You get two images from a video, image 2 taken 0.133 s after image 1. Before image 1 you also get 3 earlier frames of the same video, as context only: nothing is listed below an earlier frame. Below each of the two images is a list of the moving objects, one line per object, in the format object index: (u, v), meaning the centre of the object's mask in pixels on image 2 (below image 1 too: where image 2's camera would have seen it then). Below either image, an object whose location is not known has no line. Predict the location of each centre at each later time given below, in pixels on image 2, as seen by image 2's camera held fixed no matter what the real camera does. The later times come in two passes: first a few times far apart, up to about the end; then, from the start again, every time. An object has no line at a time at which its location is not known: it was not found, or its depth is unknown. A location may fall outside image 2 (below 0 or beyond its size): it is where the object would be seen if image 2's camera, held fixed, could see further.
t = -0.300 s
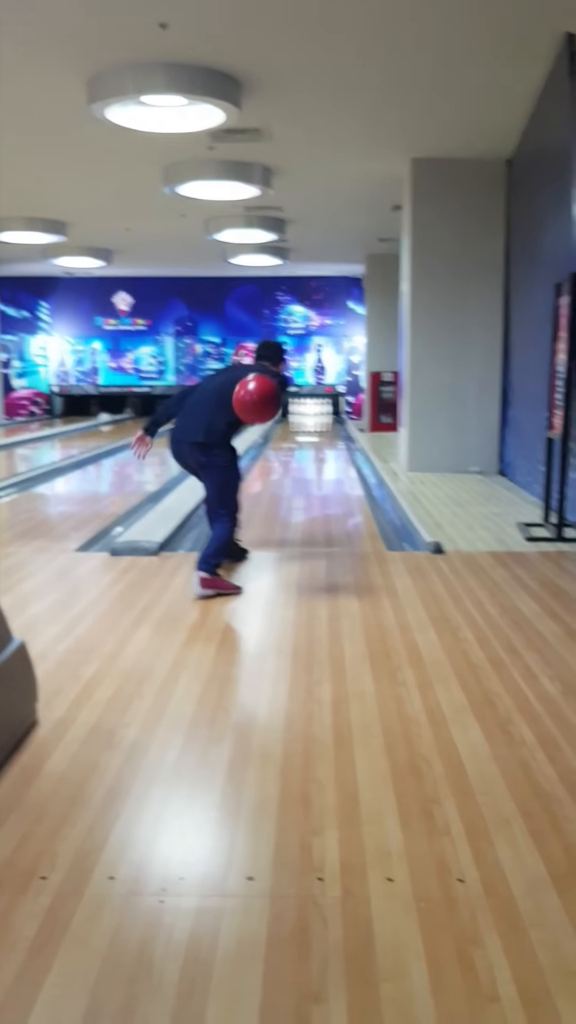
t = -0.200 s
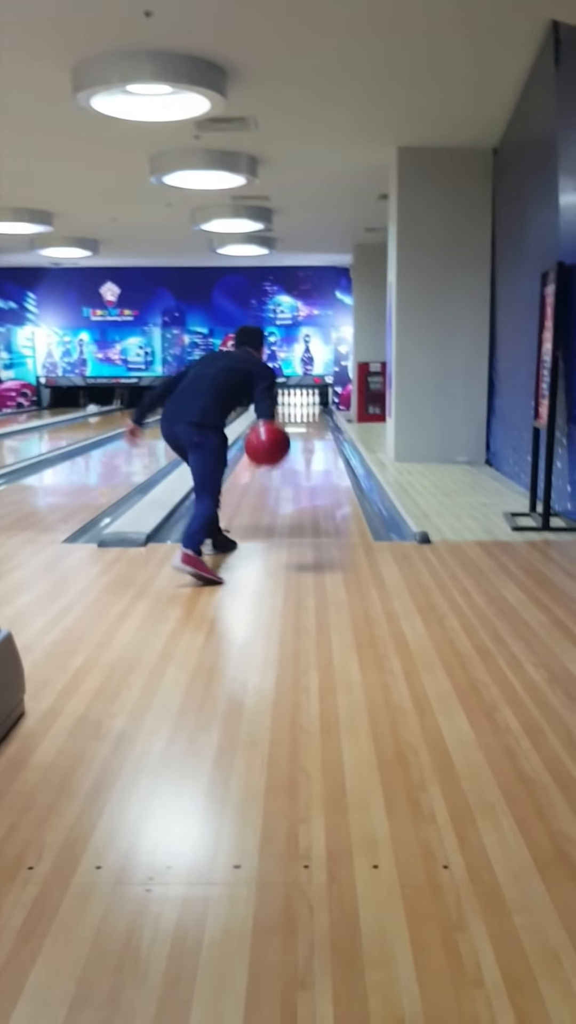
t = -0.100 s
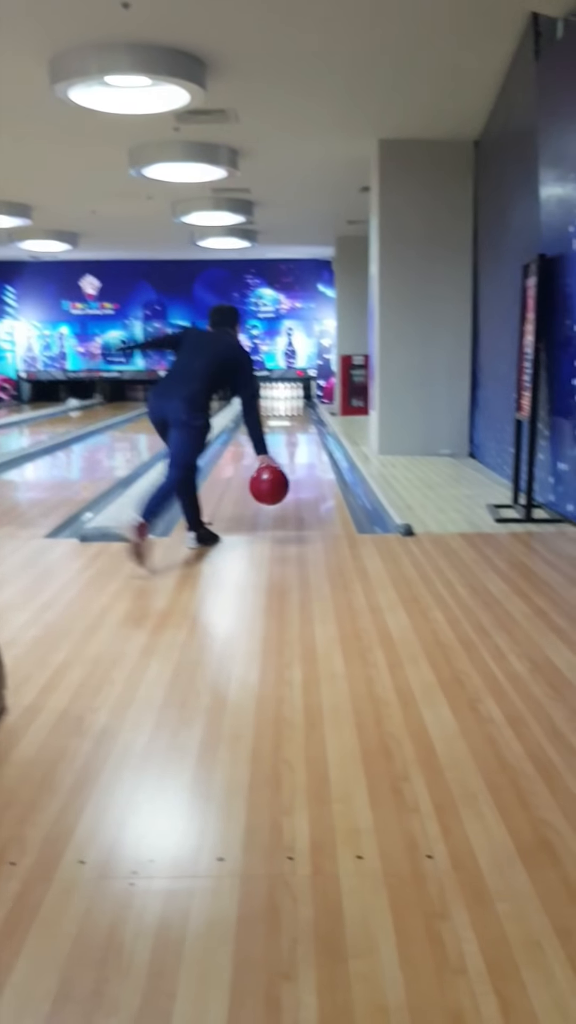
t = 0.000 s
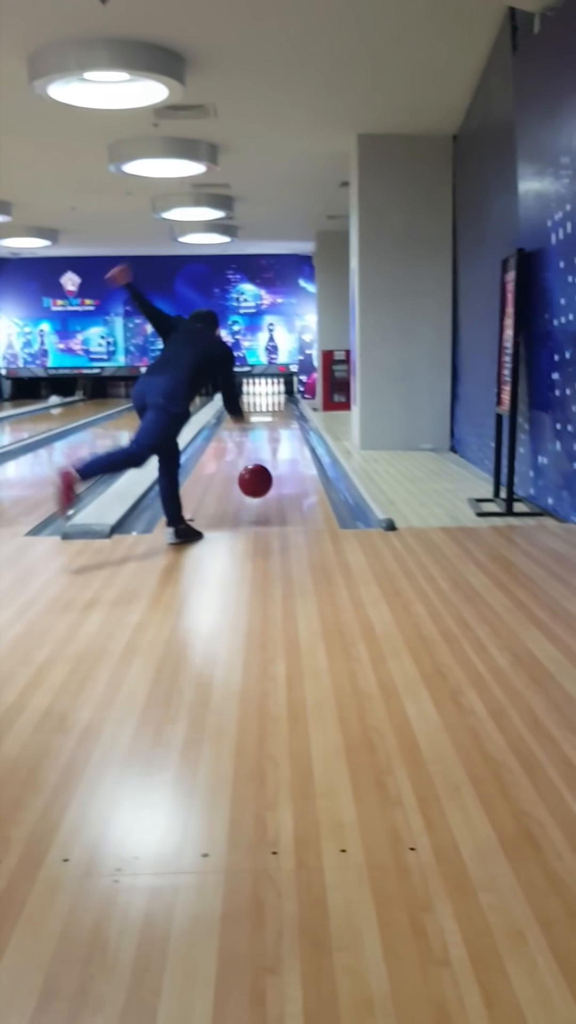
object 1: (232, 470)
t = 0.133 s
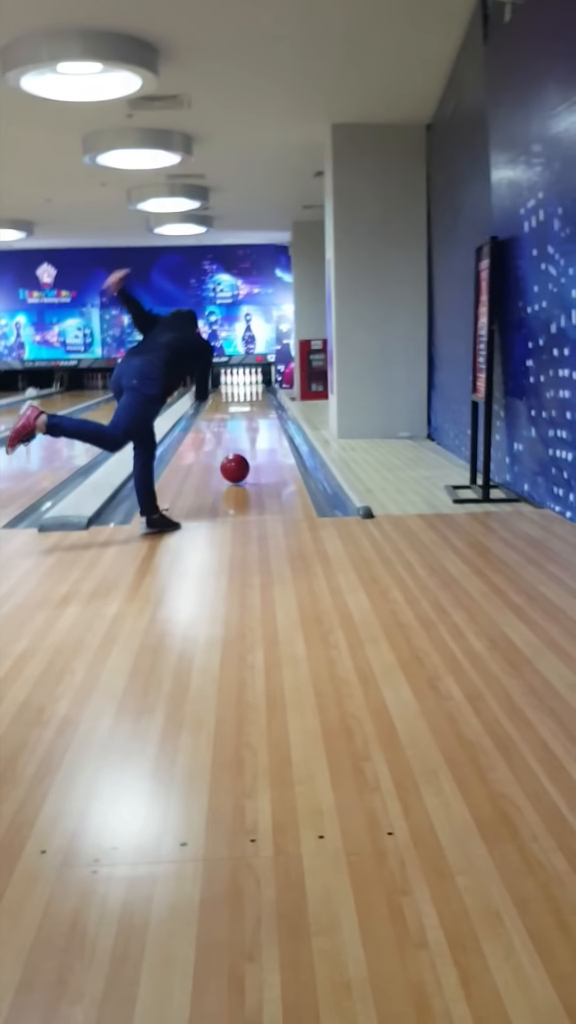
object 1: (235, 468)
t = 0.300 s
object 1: (235, 449)
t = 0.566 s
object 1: (237, 428)
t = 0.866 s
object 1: (237, 412)
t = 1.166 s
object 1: (237, 402)
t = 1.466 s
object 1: (237, 396)
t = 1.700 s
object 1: (238, 391)
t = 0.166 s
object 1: (235, 464)
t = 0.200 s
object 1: (236, 460)
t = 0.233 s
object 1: (236, 456)
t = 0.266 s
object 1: (235, 452)
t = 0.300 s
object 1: (235, 449)
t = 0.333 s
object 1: (236, 446)
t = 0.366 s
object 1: (237, 443)
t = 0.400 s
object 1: (237, 440)
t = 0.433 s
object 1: (237, 437)
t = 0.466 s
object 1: (237, 435)
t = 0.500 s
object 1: (237, 432)
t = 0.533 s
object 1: (237, 430)
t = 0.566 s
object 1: (237, 428)
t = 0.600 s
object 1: (237, 425)
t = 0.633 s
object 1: (237, 423)
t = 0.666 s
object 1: (237, 422)
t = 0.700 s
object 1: (237, 420)
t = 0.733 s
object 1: (237, 418)
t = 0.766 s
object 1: (237, 417)
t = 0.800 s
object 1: (237, 415)
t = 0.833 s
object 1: (237, 414)
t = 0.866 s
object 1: (237, 412)
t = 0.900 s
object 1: (237, 411)
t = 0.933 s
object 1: (237, 410)
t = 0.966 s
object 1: (238, 409)
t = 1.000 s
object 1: (238, 408)
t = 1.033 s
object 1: (238, 407)
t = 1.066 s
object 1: (238, 406)
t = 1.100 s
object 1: (238, 404)
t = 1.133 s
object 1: (238, 403)
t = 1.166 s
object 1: (237, 402)
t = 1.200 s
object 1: (237, 401)
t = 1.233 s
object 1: (237, 400)
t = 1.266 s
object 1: (238, 400)
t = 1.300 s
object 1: (238, 399)
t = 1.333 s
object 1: (238, 398)
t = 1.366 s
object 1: (238, 397)
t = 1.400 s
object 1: (238, 397)
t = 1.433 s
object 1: (237, 396)
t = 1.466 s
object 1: (237, 396)
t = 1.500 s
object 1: (238, 395)
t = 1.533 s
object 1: (238, 394)
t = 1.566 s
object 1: (238, 394)
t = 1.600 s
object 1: (238, 393)
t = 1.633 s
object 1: (238, 392)
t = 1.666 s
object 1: (238, 392)
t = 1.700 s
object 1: (238, 391)
